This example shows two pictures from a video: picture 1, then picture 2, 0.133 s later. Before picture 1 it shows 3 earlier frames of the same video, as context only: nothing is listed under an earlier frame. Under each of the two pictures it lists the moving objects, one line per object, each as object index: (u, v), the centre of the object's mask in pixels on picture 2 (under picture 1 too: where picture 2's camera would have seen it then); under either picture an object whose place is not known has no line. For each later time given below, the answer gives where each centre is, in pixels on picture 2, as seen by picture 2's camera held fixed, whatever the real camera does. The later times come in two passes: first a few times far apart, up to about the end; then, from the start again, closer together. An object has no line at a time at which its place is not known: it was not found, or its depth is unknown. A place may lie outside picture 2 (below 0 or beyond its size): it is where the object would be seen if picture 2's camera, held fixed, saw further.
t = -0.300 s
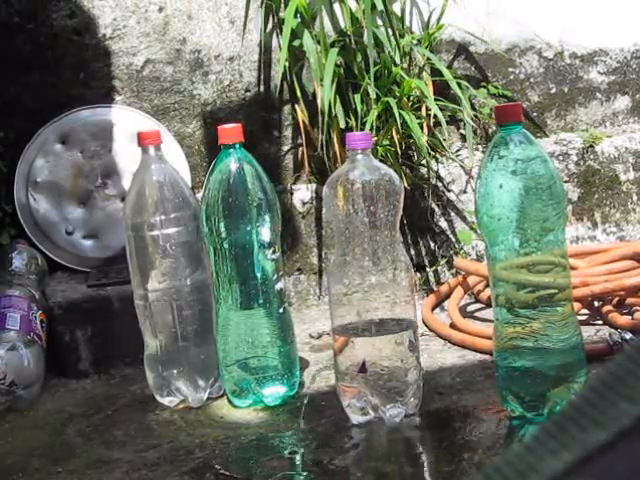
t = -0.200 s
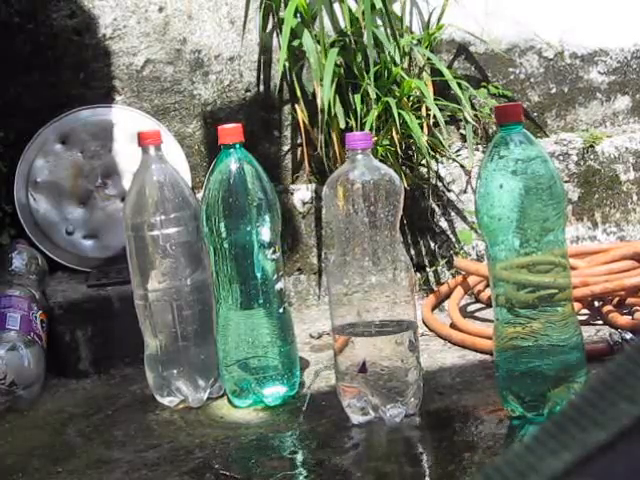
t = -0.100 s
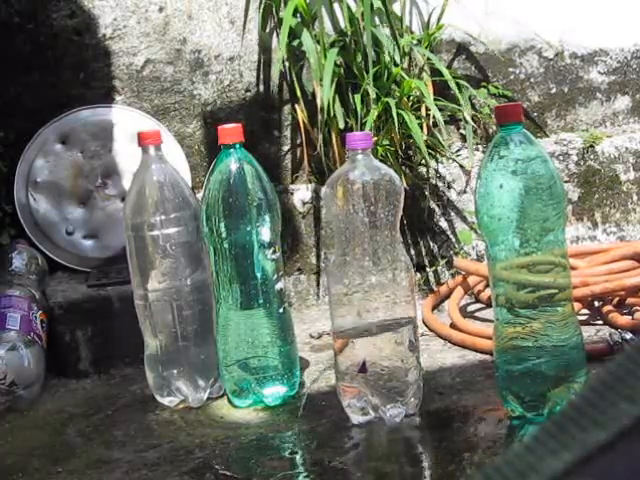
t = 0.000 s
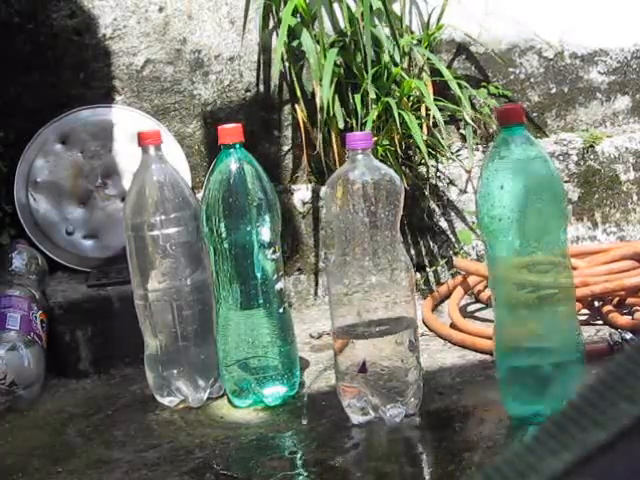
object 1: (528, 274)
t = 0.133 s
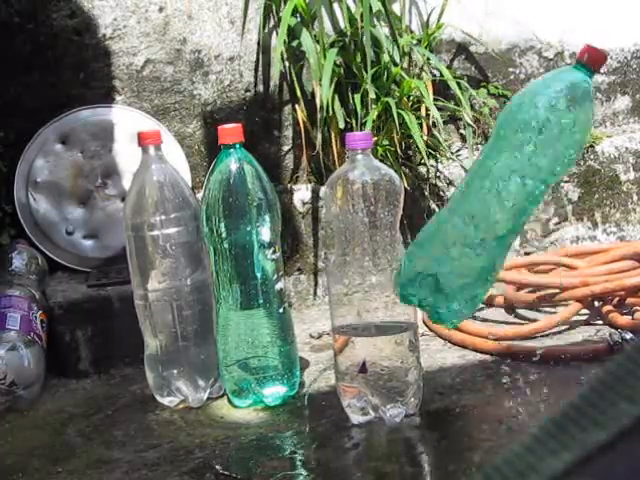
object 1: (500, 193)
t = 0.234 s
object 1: (480, 219)
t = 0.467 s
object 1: (493, 377)
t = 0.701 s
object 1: (504, 382)
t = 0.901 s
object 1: (511, 388)
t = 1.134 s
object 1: (514, 399)
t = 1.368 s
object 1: (520, 404)
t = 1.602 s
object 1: (527, 405)
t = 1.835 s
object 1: (533, 406)
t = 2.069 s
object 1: (534, 406)
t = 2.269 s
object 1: (533, 405)
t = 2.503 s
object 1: (532, 405)
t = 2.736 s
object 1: (533, 406)
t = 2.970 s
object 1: (533, 406)
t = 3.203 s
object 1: (532, 405)
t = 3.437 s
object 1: (533, 405)
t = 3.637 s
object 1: (533, 406)
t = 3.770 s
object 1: (533, 405)
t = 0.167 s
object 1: (493, 192)
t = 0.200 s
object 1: (486, 201)
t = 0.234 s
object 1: (480, 219)
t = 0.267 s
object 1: (476, 247)
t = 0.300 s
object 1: (471, 285)
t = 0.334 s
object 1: (470, 328)
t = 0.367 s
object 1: (482, 348)
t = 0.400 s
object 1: (489, 374)
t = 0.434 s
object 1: (493, 375)
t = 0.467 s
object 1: (493, 377)
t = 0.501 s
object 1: (494, 378)
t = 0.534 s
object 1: (497, 379)
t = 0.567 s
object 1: (499, 380)
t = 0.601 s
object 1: (501, 381)
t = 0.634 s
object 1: (502, 381)
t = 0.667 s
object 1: (503, 382)
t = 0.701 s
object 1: (504, 382)
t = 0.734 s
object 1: (505, 383)
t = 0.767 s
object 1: (506, 384)
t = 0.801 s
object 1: (507, 385)
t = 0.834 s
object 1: (508, 386)
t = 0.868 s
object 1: (509, 387)
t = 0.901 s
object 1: (511, 388)
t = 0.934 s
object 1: (511, 390)
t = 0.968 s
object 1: (512, 391)
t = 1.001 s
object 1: (511, 394)
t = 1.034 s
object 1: (513, 394)
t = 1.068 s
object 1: (513, 396)
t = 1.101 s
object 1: (514, 397)
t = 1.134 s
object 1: (514, 399)
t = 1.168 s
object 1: (515, 400)
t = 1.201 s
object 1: (515, 400)
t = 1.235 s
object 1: (517, 401)
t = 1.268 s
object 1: (519, 402)
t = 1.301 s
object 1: (519, 403)
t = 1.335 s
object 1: (519, 404)
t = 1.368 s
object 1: (520, 404)
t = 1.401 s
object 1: (521, 405)
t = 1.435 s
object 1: (522, 405)
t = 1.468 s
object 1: (522, 405)
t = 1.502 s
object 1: (524, 405)
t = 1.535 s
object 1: (525, 404)
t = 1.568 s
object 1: (526, 405)
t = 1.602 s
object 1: (527, 405)
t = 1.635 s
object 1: (528, 405)
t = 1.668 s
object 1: (529, 405)
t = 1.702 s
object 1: (530, 405)
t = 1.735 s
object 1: (531, 405)
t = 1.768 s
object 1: (532, 405)
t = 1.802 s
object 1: (533, 405)
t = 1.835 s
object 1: (533, 406)
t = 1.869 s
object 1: (534, 406)
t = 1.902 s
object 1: (535, 406)
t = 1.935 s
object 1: (535, 406)
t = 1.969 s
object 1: (534, 406)
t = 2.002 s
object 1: (534, 406)
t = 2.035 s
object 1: (534, 406)
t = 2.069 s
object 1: (534, 406)
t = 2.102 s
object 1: (535, 405)
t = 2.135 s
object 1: (535, 405)
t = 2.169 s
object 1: (534, 405)
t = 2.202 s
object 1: (534, 405)
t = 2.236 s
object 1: (534, 405)
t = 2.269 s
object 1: (533, 405)
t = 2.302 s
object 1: (533, 405)
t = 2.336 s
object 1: (533, 405)
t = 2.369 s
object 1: (533, 405)
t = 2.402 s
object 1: (532, 405)
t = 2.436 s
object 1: (533, 405)
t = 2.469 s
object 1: (533, 406)
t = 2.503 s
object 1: (532, 405)
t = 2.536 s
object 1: (533, 405)
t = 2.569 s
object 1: (532, 405)
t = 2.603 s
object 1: (532, 406)
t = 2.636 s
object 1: (533, 406)
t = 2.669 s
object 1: (533, 406)
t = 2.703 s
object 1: (533, 406)
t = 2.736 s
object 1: (533, 406)
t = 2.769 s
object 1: (532, 406)
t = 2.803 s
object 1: (533, 406)
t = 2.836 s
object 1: (533, 406)
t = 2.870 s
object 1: (533, 406)
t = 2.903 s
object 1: (533, 406)
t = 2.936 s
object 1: (533, 406)
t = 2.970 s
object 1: (533, 406)
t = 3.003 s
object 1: (533, 406)
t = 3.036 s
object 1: (533, 405)
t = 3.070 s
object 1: (534, 405)
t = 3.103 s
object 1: (533, 406)
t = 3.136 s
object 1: (533, 405)
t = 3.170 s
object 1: (533, 405)
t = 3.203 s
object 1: (532, 405)
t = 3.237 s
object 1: (533, 405)
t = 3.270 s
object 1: (533, 405)
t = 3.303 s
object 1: (532, 405)
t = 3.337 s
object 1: (533, 405)
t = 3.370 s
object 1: (533, 405)
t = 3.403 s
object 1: (533, 406)
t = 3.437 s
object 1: (533, 405)
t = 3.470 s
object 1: (533, 405)
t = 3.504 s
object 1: (532, 405)
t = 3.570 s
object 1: (533, 406)
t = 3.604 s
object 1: (533, 405)
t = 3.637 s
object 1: (533, 406)
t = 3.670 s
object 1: (533, 406)
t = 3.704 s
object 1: (533, 405)
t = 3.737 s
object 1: (533, 405)
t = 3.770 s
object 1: (533, 405)
